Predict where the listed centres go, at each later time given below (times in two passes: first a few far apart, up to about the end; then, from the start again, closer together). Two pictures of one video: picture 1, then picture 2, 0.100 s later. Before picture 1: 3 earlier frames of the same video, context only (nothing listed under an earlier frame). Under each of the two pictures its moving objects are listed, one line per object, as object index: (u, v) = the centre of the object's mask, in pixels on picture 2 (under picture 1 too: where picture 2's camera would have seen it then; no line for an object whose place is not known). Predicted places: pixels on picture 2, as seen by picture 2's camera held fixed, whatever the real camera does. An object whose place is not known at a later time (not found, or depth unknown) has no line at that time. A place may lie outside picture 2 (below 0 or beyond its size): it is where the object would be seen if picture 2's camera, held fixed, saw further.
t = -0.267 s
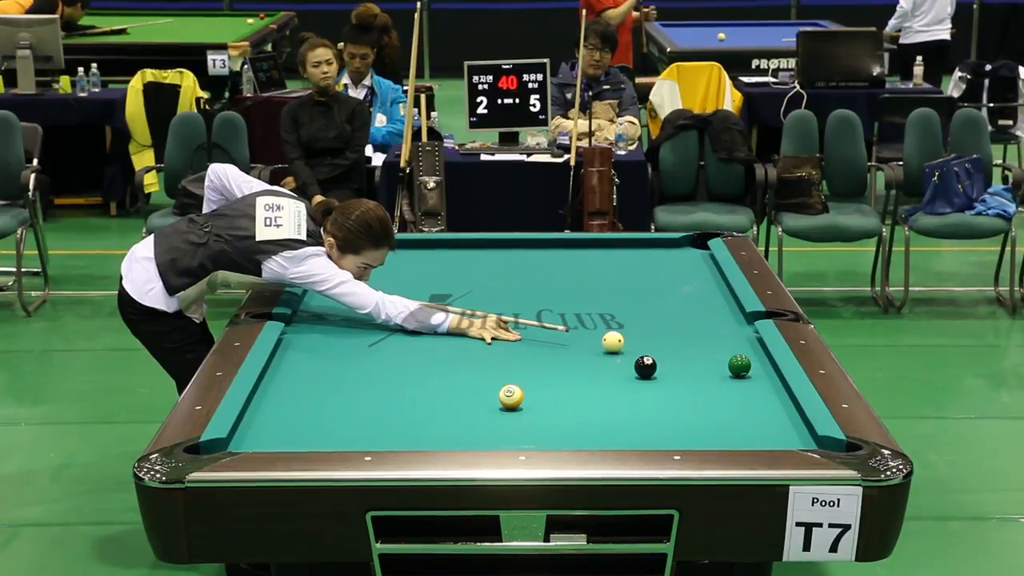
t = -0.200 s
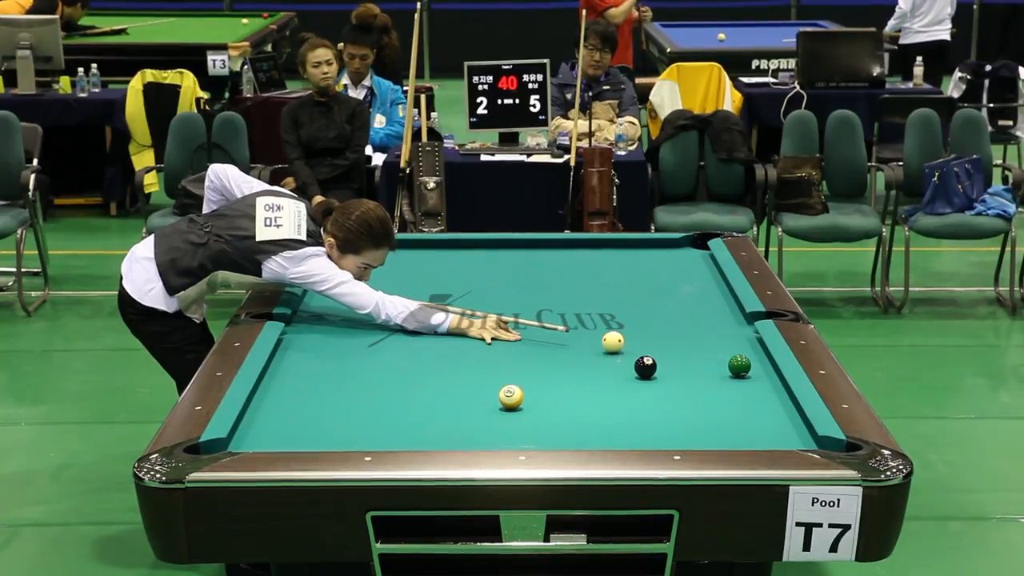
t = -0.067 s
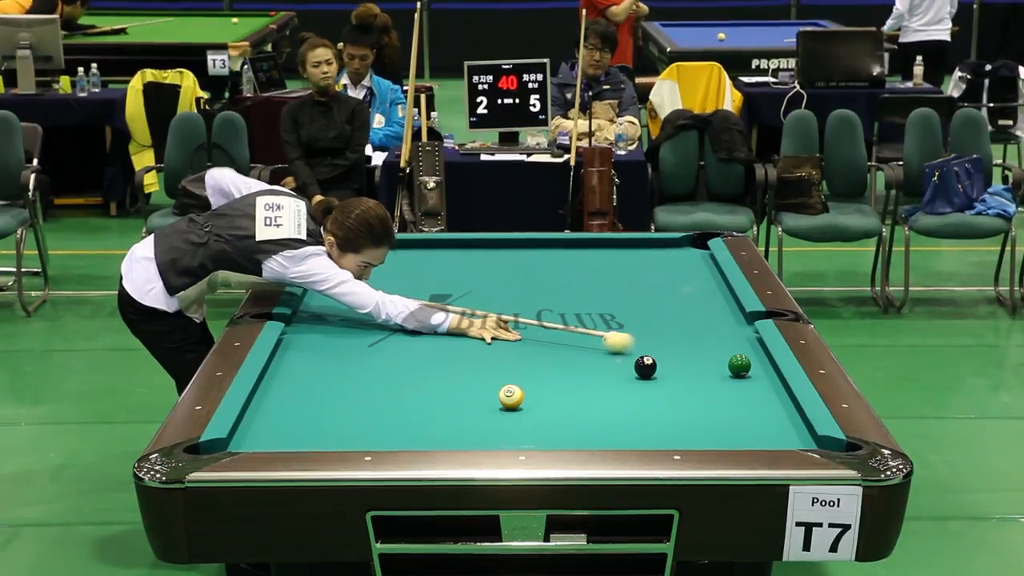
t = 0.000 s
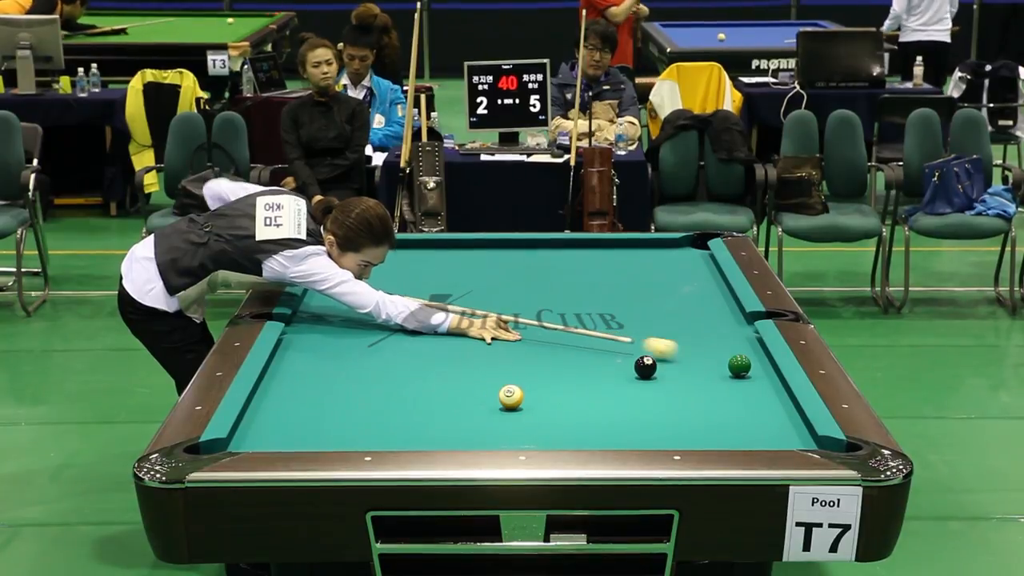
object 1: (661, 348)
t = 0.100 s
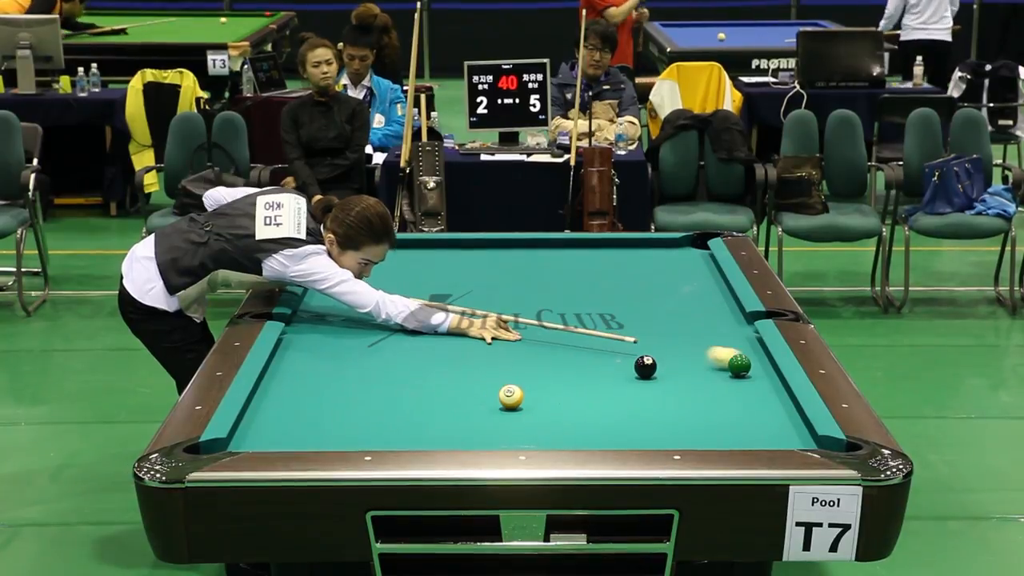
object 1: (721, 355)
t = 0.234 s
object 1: (733, 357)
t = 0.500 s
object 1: (644, 352)
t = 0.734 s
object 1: (581, 356)
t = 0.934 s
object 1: (528, 355)
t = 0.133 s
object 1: (747, 355)
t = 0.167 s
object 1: (761, 359)
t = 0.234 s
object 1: (733, 357)
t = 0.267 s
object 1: (719, 358)
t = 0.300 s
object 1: (707, 357)
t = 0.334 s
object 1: (694, 357)
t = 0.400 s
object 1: (672, 357)
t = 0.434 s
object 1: (663, 356)
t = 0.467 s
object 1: (656, 354)
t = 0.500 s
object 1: (644, 352)
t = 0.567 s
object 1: (625, 356)
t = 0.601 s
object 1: (616, 356)
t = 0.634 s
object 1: (607, 356)
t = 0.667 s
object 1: (599, 356)
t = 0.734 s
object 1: (581, 356)
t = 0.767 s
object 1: (572, 355)
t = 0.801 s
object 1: (563, 355)
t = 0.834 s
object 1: (554, 355)
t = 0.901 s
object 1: (537, 355)
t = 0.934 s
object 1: (528, 355)
